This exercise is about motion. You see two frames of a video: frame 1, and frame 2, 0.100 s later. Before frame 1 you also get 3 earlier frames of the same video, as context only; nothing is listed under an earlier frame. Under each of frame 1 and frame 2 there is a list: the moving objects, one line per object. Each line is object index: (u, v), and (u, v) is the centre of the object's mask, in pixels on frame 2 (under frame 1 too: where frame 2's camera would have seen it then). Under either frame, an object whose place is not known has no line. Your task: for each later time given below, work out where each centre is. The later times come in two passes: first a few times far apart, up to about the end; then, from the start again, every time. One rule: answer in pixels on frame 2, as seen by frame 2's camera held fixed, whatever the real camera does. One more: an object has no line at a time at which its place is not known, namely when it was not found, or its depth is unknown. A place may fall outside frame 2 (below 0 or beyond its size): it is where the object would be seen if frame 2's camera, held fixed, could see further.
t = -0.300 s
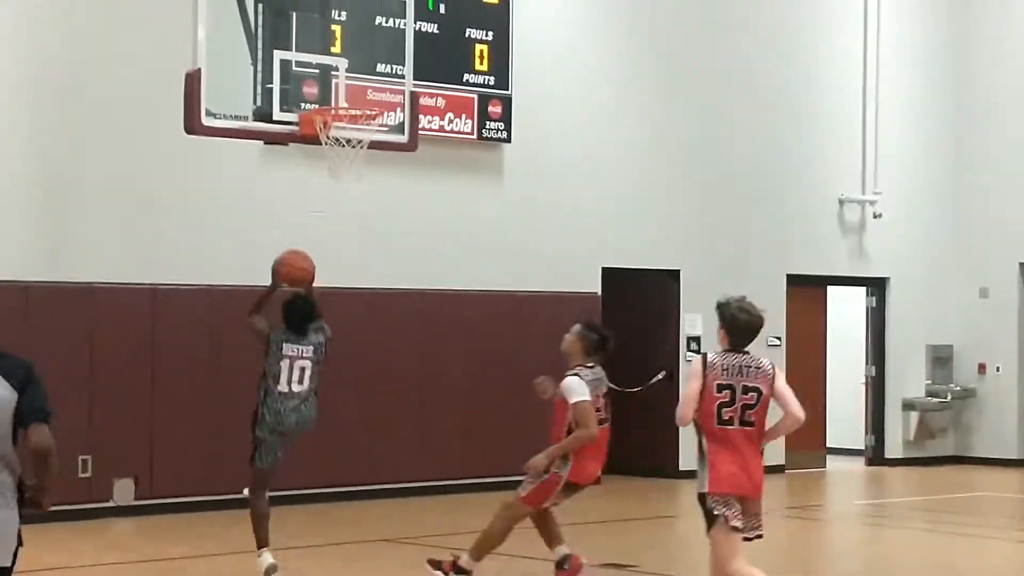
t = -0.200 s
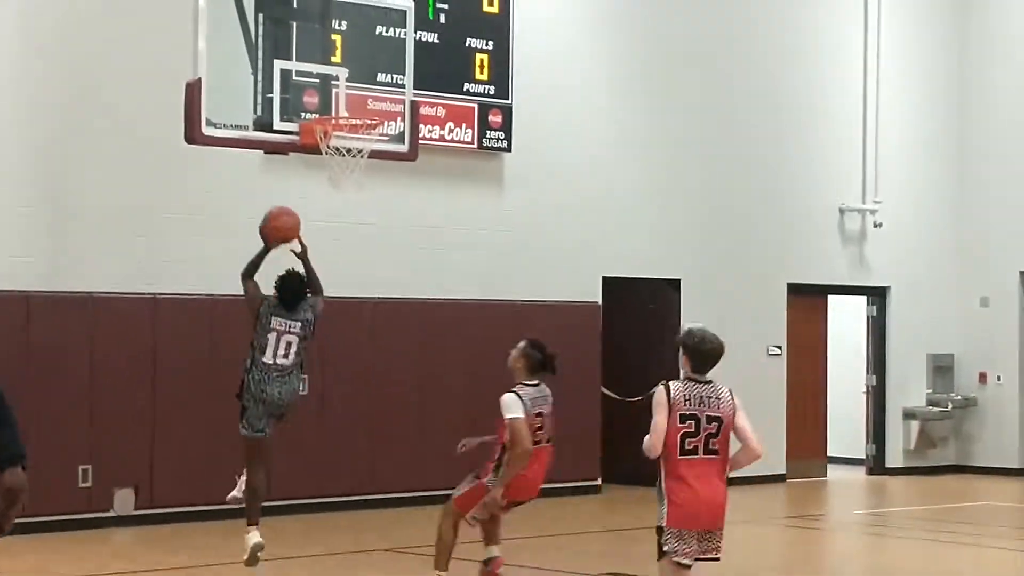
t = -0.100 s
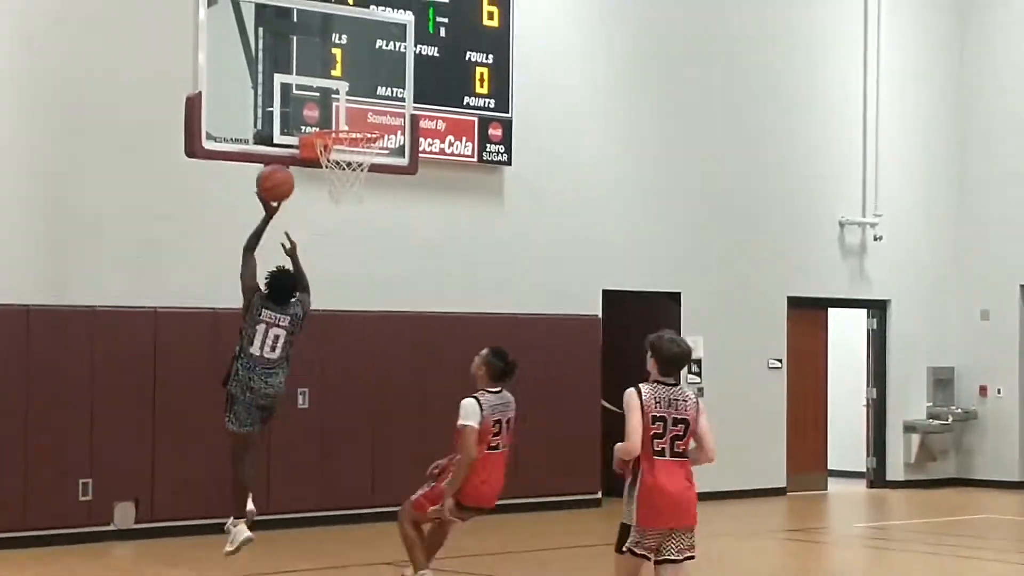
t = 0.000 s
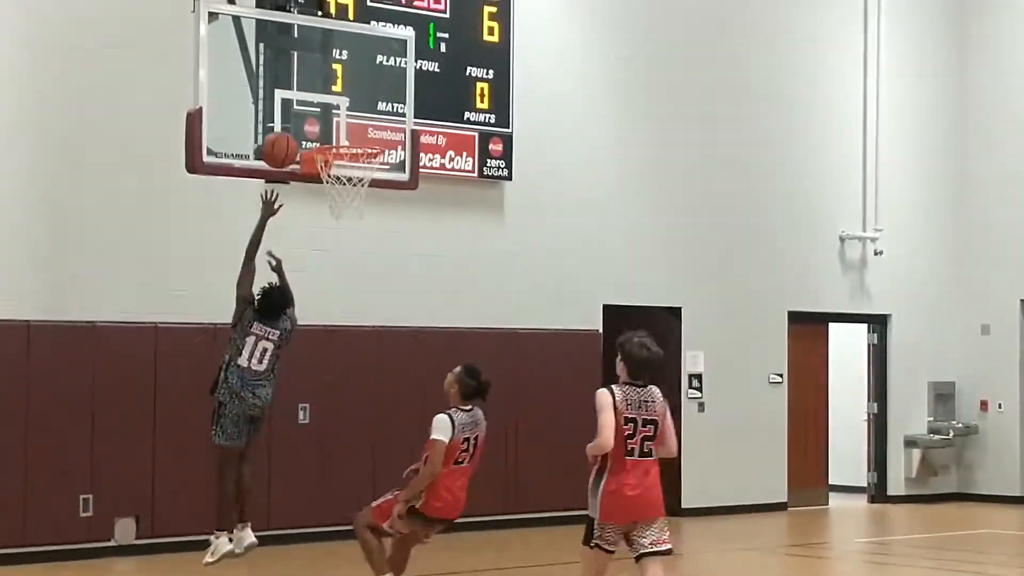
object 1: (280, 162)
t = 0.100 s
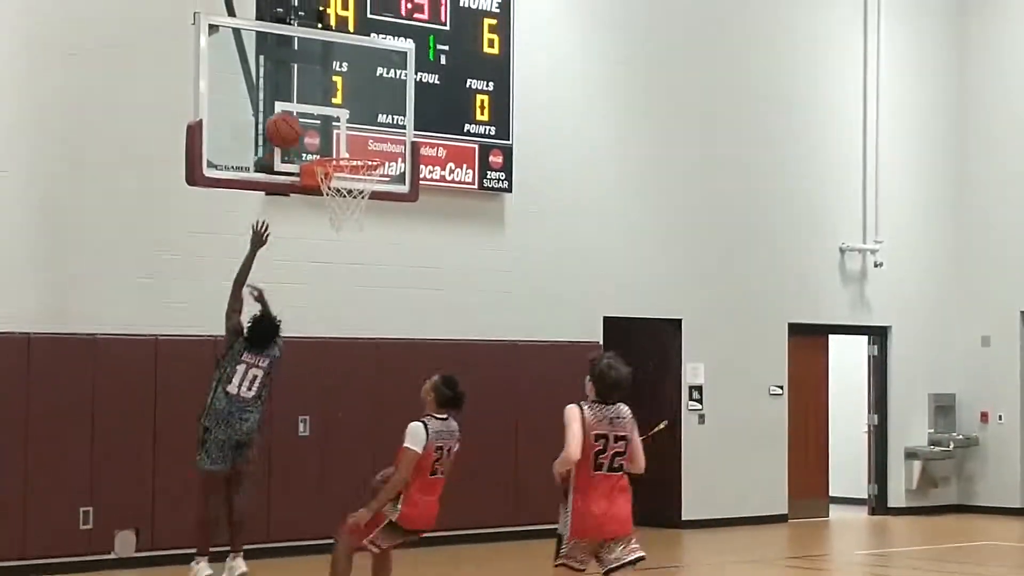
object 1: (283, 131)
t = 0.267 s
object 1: (315, 114)
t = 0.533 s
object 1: (352, 152)
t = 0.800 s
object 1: (350, 201)
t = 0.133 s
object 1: (285, 123)
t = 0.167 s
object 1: (290, 118)
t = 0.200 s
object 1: (298, 116)
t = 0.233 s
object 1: (307, 114)
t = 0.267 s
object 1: (315, 114)
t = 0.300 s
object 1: (323, 115)
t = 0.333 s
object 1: (331, 119)
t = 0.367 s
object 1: (339, 124)
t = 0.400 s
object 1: (347, 131)
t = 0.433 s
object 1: (355, 139)
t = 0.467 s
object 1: (362, 148)
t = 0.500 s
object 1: (358, 147)
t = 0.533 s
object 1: (352, 152)
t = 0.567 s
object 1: (347, 157)
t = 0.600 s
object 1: (344, 164)
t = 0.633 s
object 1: (340, 169)
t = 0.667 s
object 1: (341, 172)
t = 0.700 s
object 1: (342, 177)
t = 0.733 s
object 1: (342, 182)
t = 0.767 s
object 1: (346, 192)
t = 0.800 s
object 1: (350, 201)
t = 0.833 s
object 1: (352, 207)
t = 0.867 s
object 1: (353, 216)
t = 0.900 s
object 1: (355, 223)
